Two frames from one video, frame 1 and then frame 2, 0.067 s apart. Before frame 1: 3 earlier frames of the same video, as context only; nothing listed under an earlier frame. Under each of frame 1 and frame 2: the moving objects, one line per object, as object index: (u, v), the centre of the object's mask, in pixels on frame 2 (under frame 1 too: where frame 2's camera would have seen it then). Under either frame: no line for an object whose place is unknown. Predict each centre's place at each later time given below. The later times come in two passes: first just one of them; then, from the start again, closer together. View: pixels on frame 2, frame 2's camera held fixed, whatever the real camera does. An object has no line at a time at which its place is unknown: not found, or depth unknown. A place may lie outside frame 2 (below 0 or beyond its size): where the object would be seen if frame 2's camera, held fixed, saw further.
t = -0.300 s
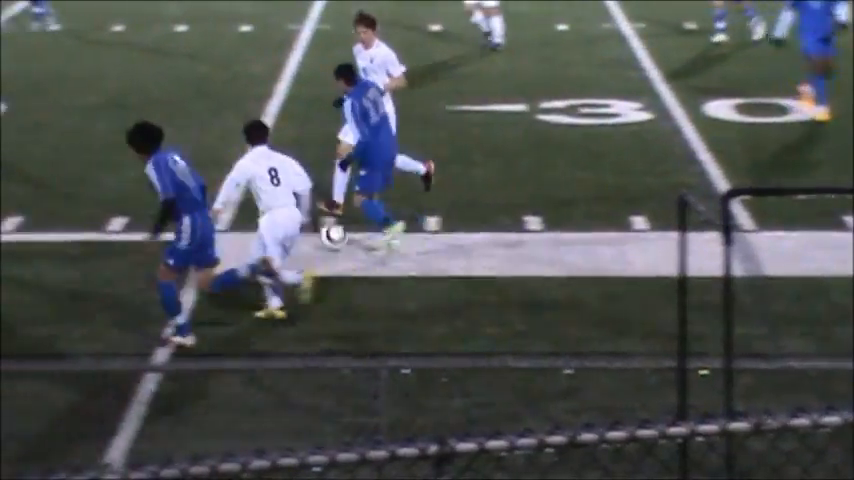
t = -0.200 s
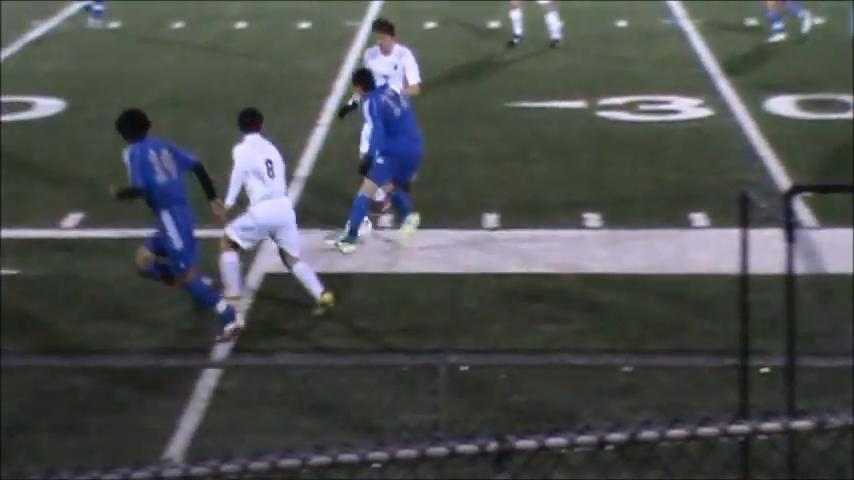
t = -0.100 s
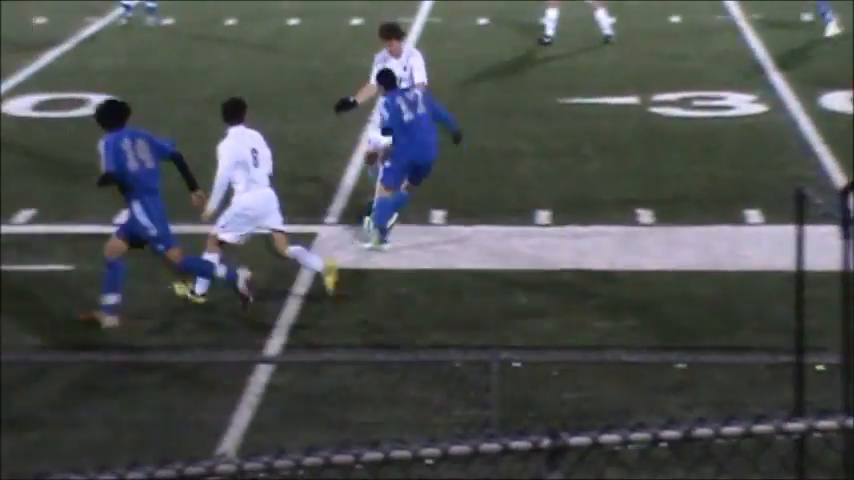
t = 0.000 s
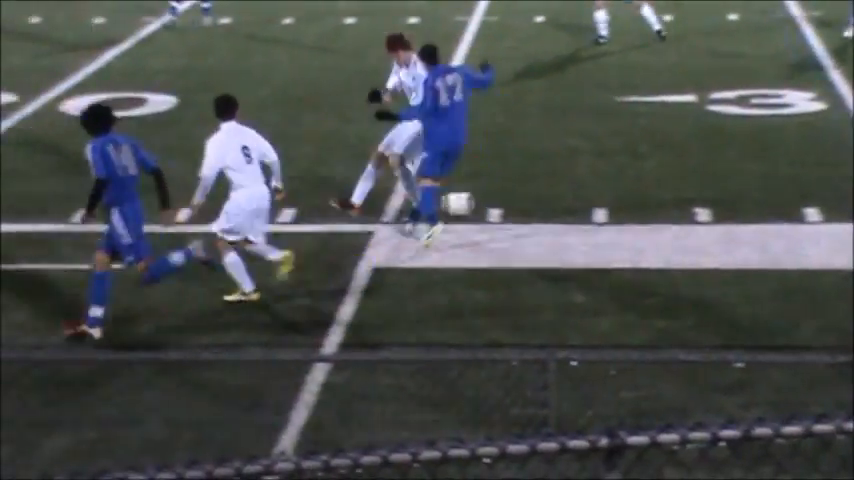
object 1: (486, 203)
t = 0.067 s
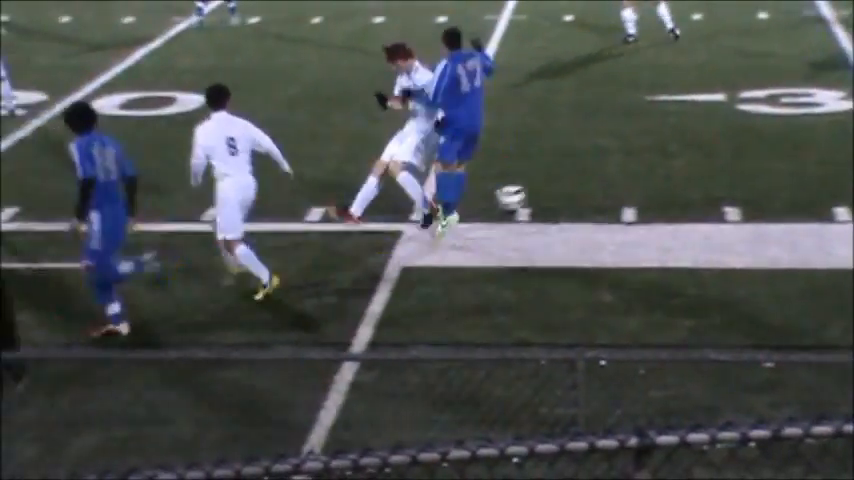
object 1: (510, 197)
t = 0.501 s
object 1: (618, 172)
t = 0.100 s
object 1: (521, 195)
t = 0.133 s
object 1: (533, 193)
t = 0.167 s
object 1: (543, 190)
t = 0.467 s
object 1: (613, 171)
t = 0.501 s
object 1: (618, 172)
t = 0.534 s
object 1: (624, 172)
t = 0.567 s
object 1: (628, 167)
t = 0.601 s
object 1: (631, 167)
